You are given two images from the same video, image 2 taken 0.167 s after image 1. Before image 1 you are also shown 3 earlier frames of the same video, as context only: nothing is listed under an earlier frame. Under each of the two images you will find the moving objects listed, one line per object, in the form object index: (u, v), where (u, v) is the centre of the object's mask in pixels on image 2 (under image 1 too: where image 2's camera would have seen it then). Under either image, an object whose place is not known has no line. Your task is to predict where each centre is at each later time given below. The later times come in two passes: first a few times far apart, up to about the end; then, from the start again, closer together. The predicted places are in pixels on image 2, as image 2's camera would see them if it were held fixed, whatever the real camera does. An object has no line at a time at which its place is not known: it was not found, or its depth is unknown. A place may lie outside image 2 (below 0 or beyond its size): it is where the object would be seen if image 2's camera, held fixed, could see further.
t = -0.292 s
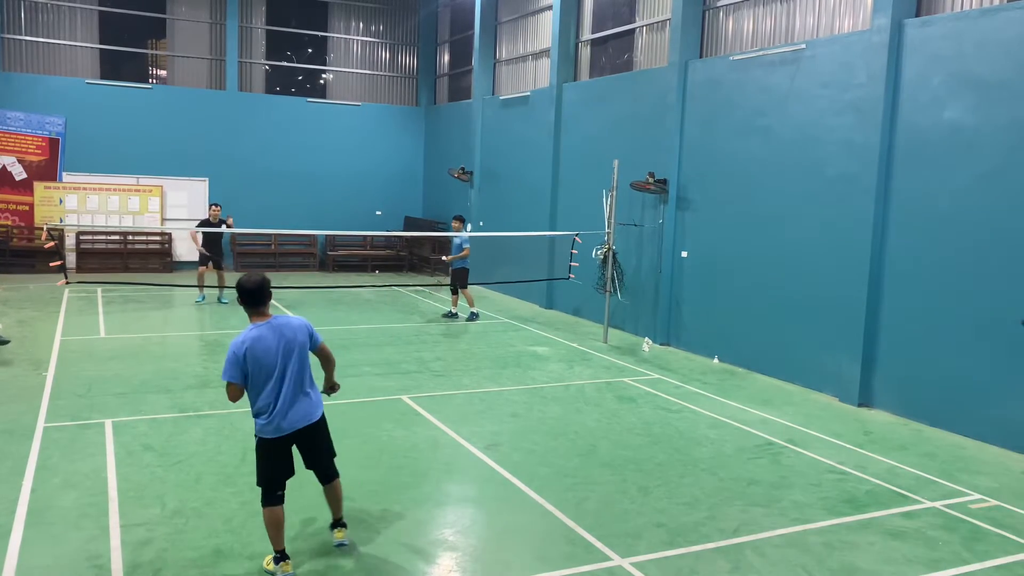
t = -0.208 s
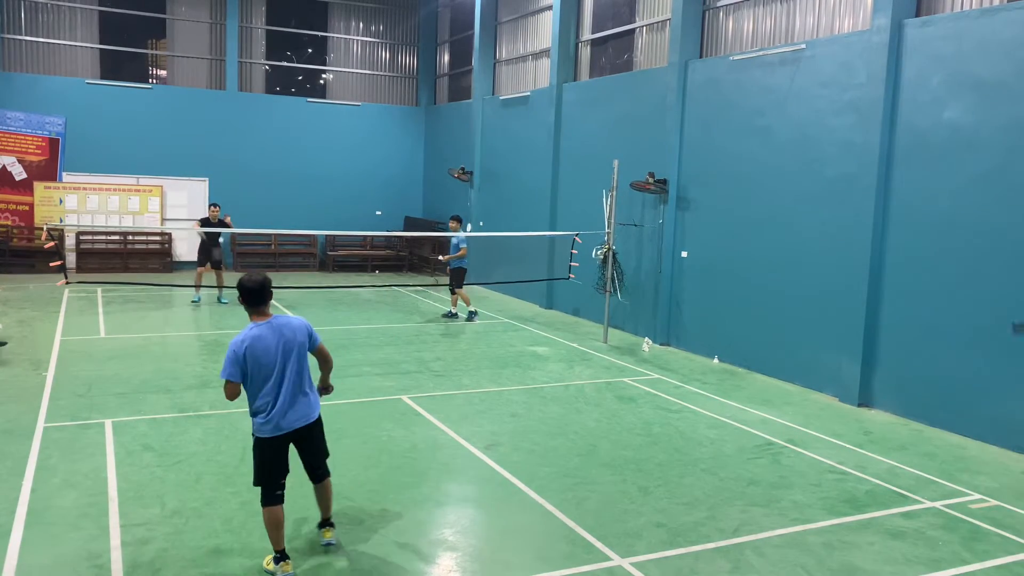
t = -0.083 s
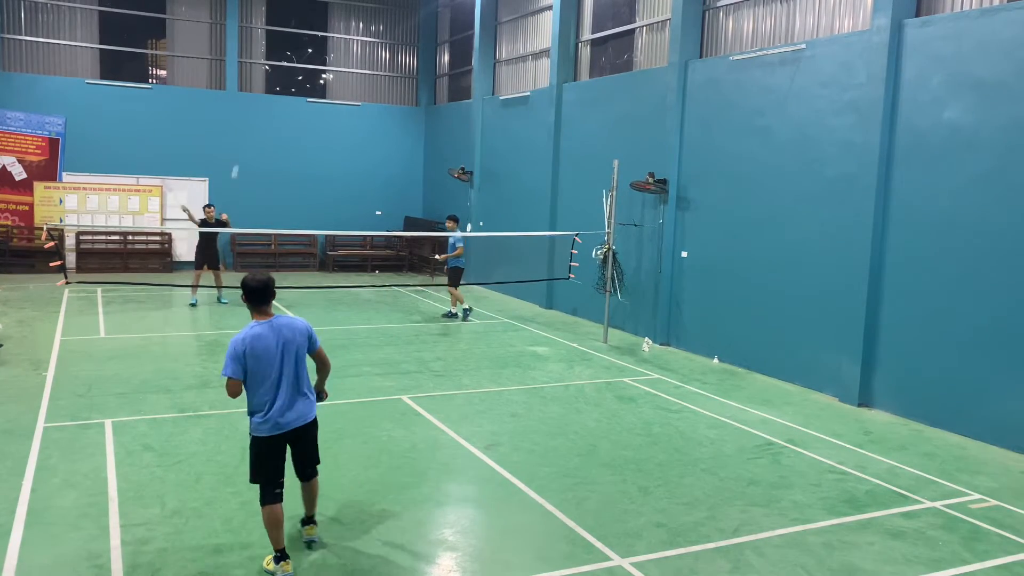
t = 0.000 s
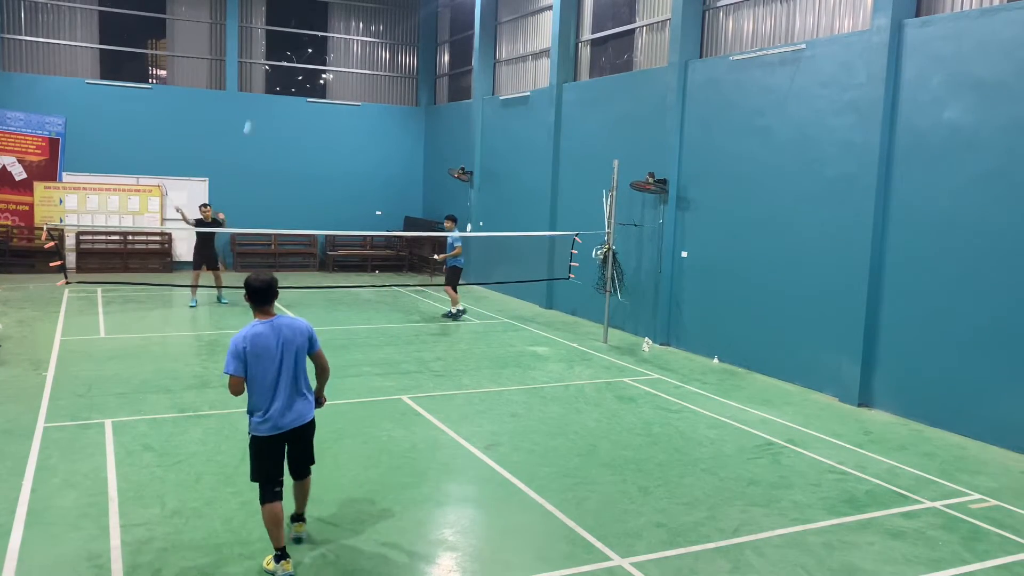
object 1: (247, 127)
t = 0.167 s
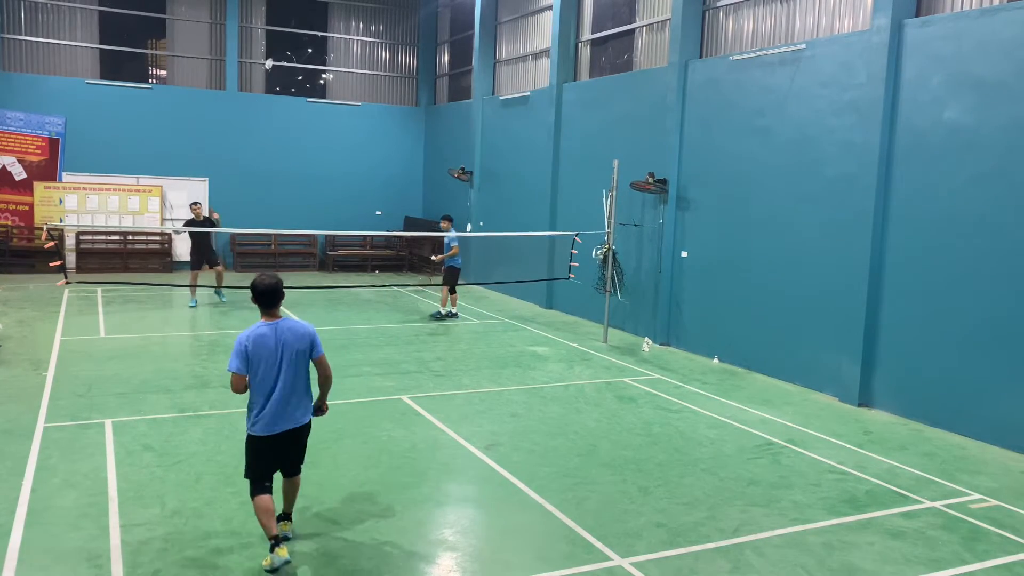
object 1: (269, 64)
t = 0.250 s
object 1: (279, 43)
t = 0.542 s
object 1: (311, 33)
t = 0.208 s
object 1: (274, 52)
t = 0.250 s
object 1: (279, 43)
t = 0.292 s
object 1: (284, 36)
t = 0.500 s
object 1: (306, 28)
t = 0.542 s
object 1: (311, 33)
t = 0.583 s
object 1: (315, 40)
